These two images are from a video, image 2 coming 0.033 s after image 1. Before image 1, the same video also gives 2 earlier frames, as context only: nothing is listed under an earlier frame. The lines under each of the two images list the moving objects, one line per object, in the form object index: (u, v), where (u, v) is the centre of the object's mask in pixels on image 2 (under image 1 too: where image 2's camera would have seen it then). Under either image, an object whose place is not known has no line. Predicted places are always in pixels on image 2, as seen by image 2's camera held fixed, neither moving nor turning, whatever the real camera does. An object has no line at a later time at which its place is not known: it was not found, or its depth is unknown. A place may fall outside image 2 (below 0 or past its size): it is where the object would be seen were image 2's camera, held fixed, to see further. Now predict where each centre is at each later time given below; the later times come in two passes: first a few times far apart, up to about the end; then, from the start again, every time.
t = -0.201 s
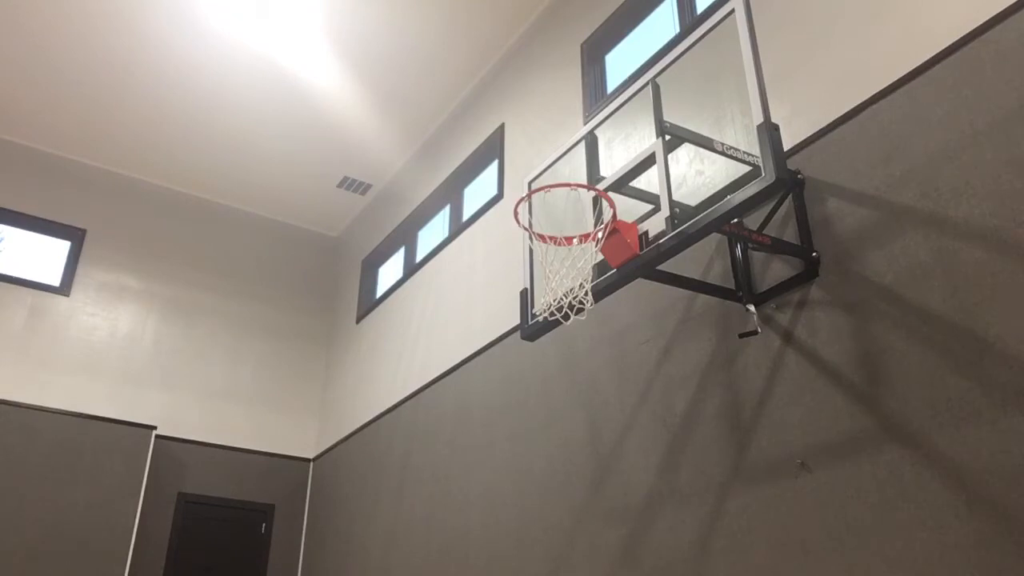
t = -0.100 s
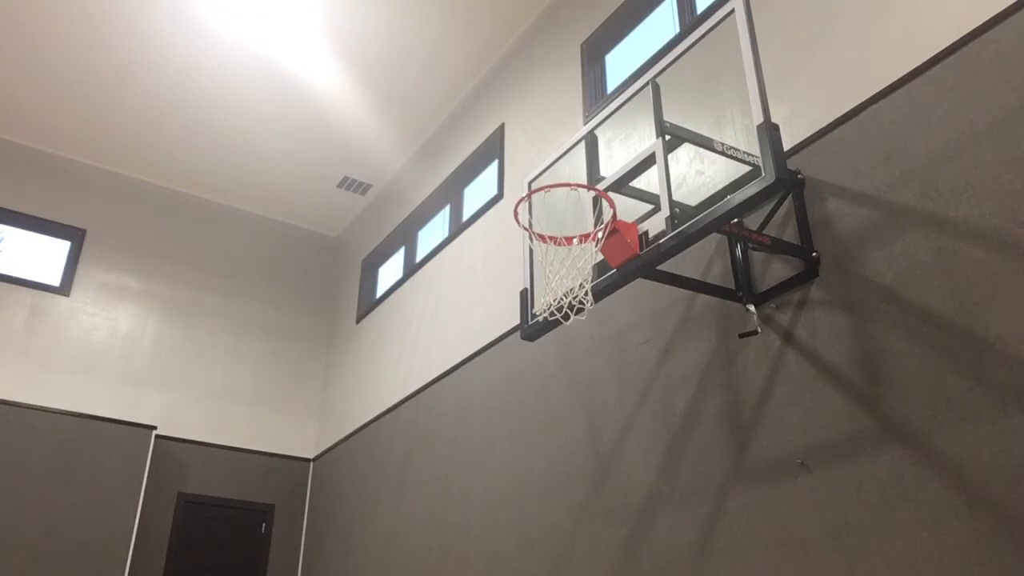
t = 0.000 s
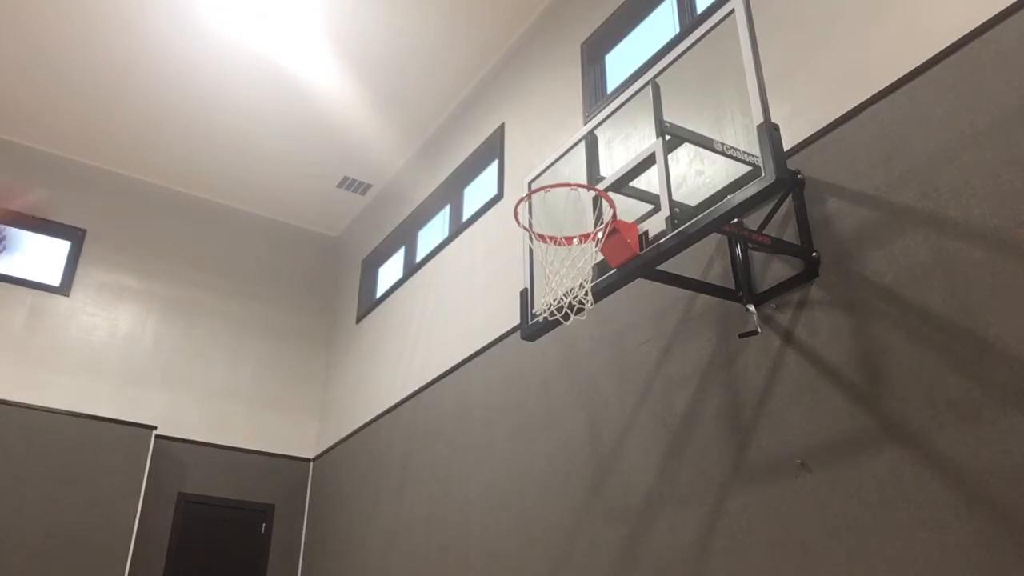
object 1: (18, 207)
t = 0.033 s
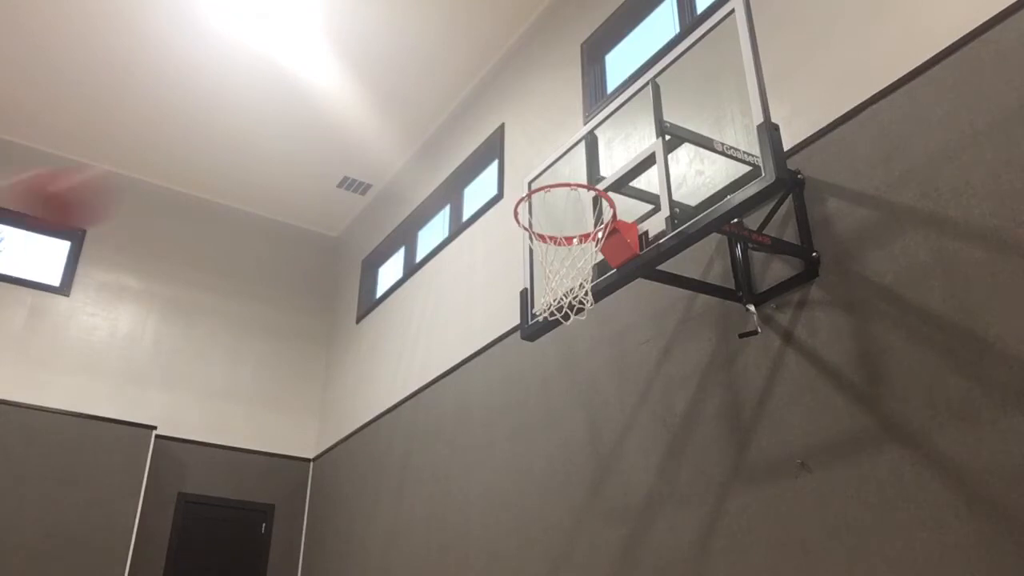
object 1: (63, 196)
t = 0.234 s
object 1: (344, 127)
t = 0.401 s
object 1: (507, 131)
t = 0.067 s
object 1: (118, 180)
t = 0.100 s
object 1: (175, 162)
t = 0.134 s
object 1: (227, 147)
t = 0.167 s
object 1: (270, 137)
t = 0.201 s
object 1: (312, 130)
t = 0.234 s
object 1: (344, 127)
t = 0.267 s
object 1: (390, 123)
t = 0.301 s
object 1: (418, 121)
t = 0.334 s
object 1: (448, 123)
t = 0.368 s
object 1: (478, 126)
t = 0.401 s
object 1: (507, 131)
